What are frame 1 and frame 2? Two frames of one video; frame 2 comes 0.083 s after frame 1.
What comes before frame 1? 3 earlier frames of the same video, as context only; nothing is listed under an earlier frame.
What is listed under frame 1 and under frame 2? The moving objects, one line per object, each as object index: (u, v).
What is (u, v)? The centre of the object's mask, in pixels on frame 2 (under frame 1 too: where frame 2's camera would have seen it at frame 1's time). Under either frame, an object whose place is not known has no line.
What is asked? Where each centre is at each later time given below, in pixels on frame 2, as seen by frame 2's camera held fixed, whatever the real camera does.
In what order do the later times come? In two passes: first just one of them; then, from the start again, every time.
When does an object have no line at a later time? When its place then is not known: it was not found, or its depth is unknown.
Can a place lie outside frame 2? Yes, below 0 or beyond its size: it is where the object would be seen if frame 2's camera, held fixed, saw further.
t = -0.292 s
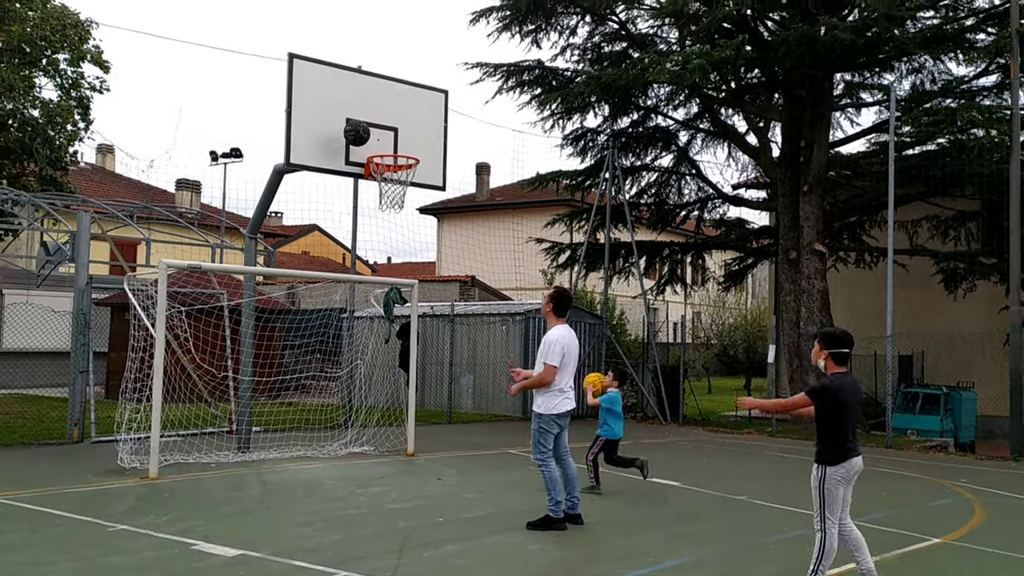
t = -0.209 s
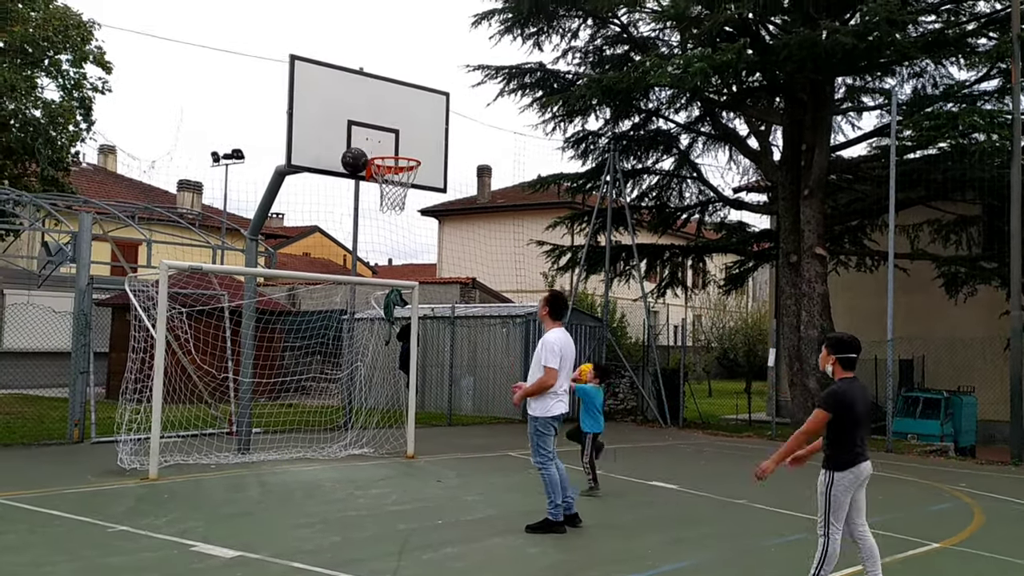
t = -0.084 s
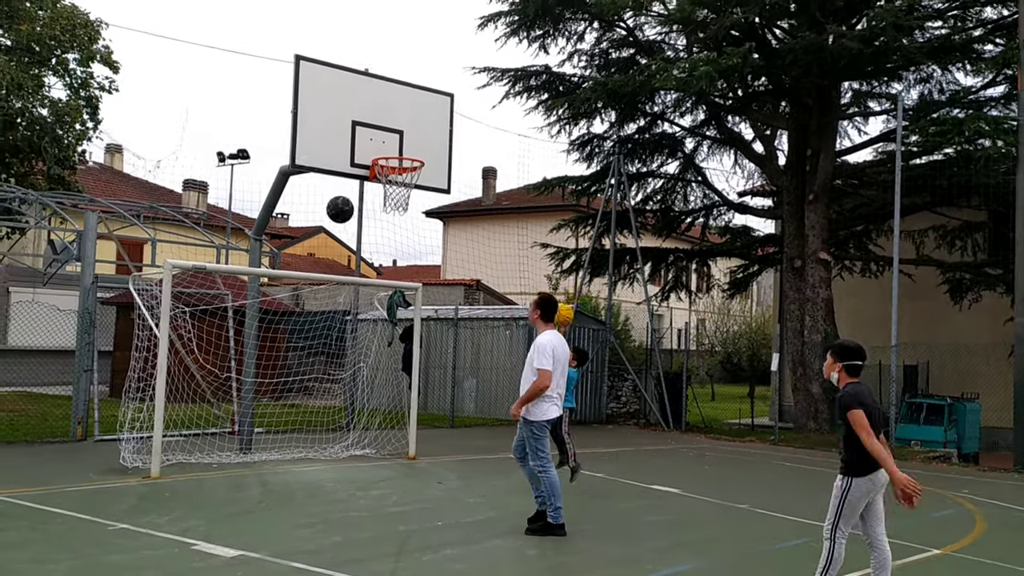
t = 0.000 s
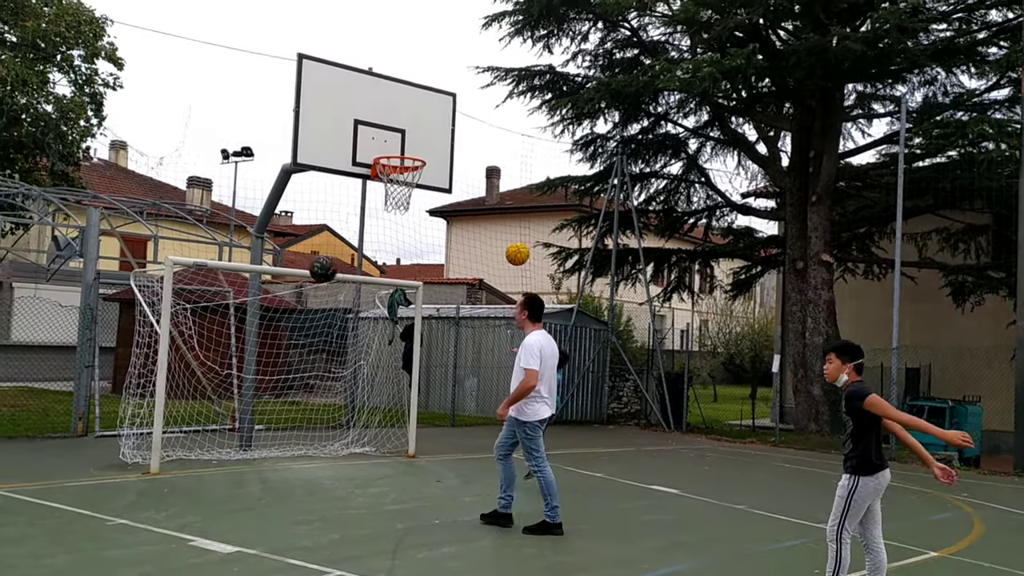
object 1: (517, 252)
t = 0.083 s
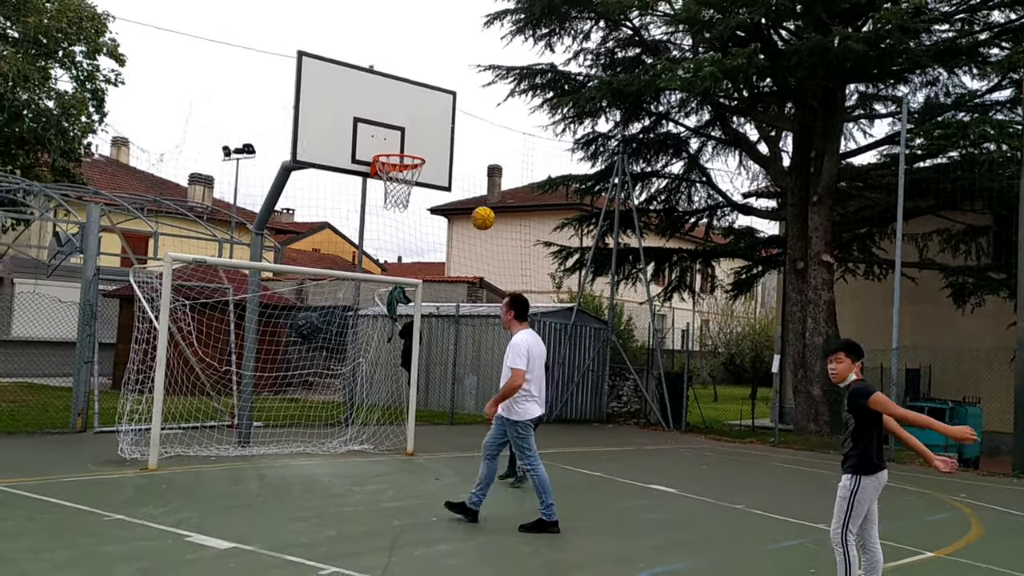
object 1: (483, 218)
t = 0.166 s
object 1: (449, 194)
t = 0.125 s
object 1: (460, 202)
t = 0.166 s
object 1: (449, 194)
